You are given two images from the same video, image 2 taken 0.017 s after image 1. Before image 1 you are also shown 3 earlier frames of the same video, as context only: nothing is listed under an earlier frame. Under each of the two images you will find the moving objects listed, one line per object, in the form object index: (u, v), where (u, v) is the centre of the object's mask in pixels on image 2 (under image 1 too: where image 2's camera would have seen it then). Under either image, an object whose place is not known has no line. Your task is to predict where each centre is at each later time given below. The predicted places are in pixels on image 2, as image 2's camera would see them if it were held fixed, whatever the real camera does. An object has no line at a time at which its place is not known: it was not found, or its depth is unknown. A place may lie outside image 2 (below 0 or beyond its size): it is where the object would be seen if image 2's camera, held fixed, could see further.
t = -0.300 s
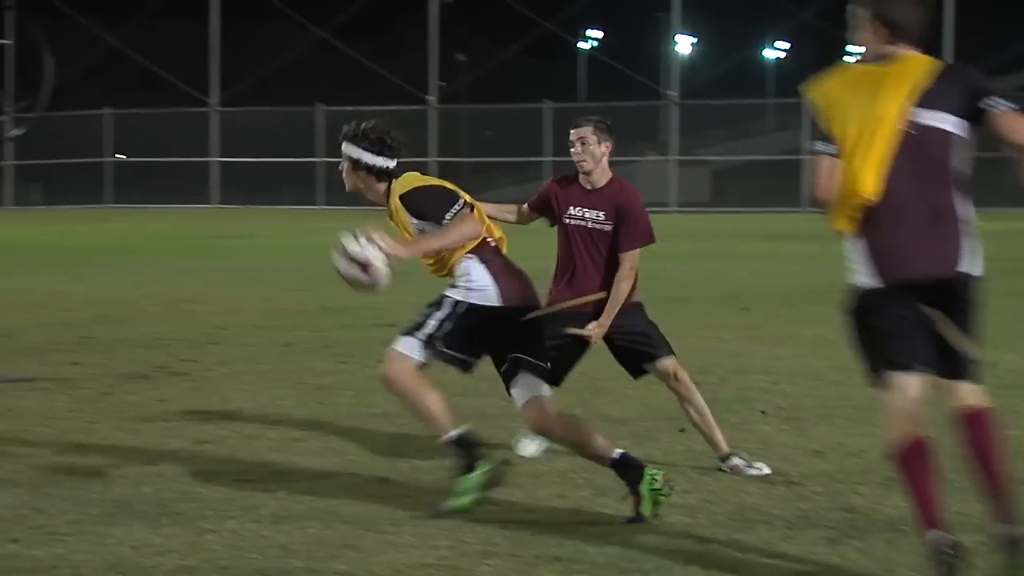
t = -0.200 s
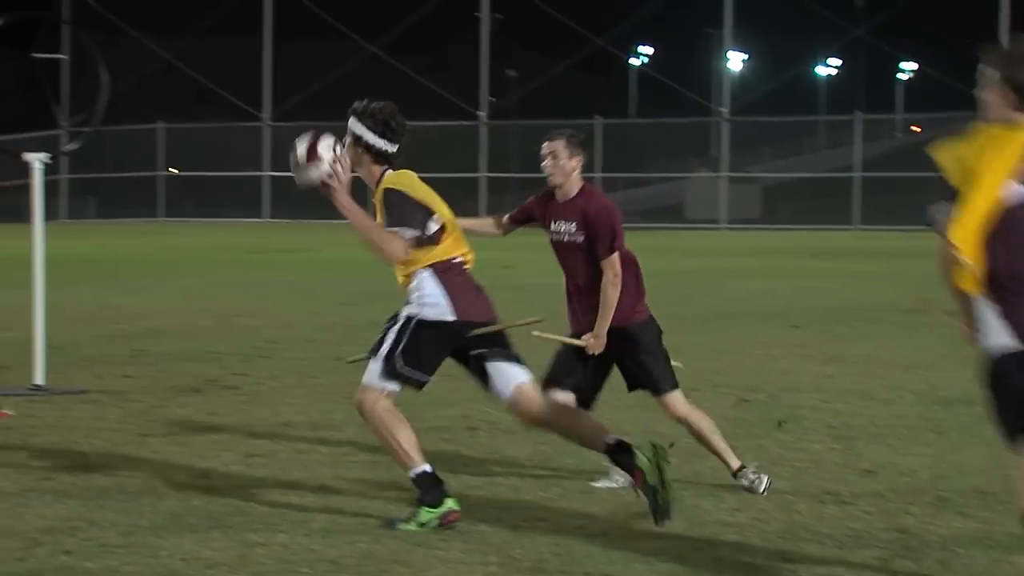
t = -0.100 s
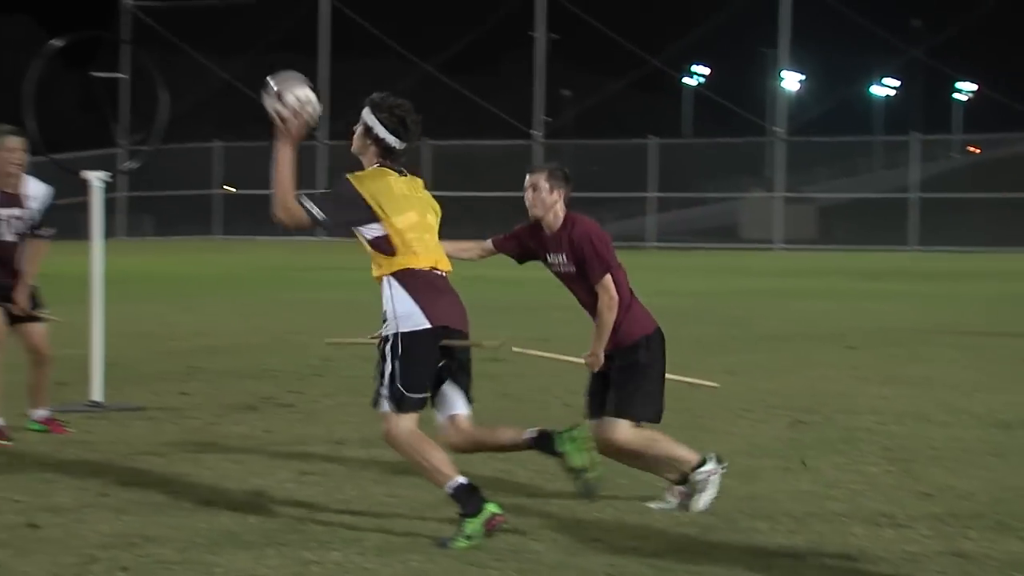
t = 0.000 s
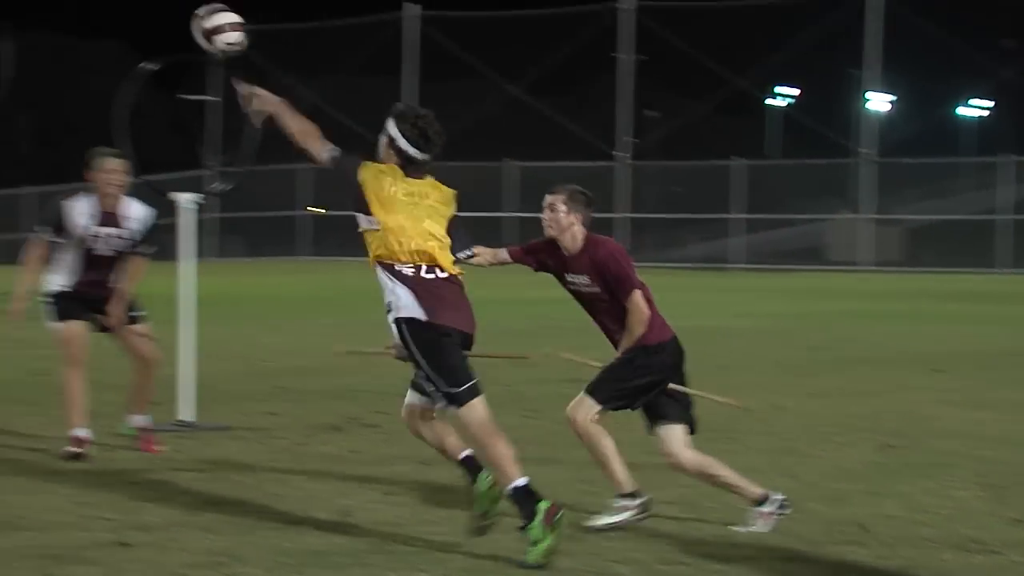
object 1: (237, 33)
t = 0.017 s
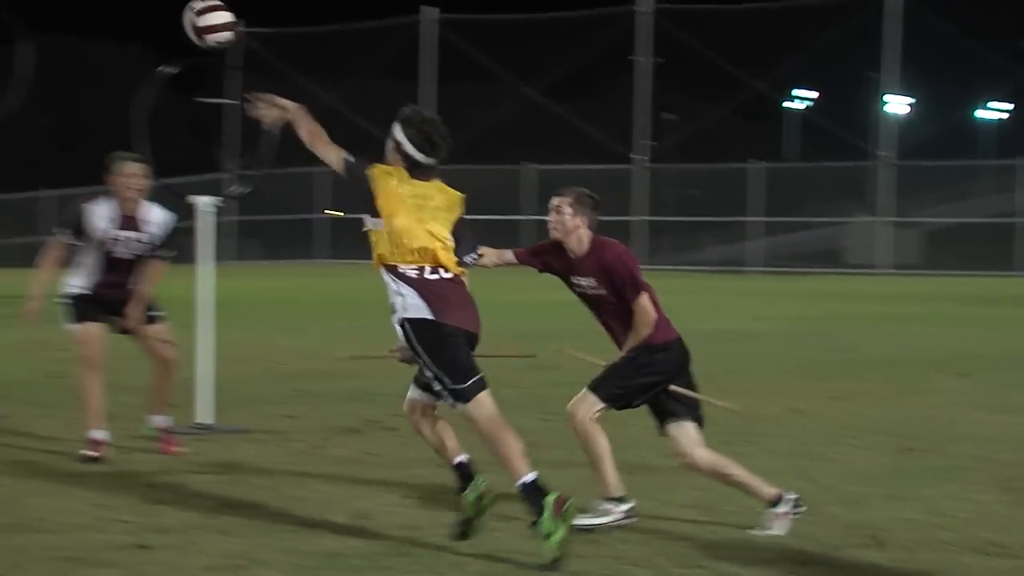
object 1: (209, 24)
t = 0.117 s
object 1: (56, -14)
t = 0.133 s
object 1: (34, -19)
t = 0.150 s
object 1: (11, -24)
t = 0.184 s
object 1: (-33, -32)
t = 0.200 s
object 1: (-55, -36)
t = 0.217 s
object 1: (-75, -39)
